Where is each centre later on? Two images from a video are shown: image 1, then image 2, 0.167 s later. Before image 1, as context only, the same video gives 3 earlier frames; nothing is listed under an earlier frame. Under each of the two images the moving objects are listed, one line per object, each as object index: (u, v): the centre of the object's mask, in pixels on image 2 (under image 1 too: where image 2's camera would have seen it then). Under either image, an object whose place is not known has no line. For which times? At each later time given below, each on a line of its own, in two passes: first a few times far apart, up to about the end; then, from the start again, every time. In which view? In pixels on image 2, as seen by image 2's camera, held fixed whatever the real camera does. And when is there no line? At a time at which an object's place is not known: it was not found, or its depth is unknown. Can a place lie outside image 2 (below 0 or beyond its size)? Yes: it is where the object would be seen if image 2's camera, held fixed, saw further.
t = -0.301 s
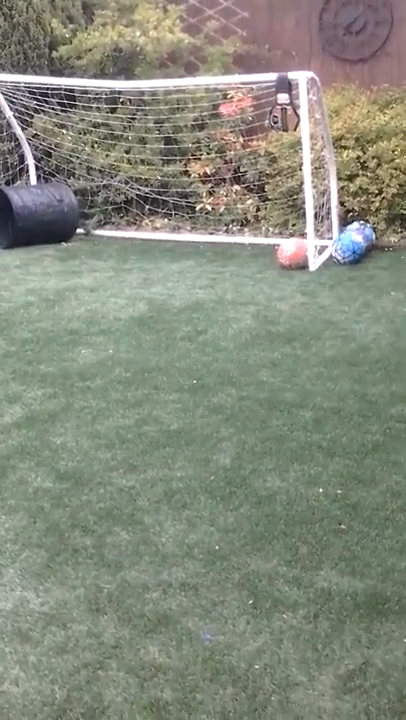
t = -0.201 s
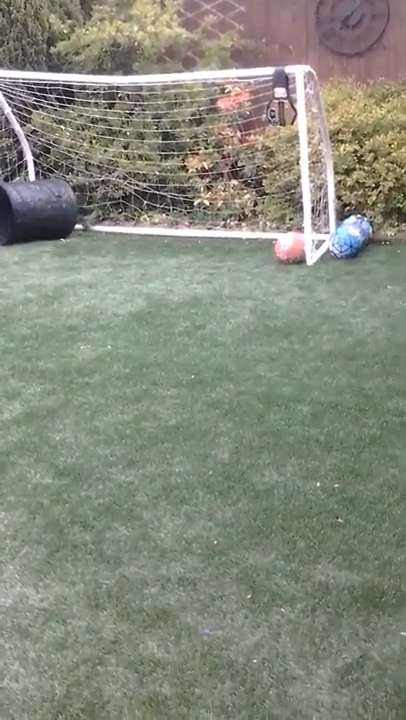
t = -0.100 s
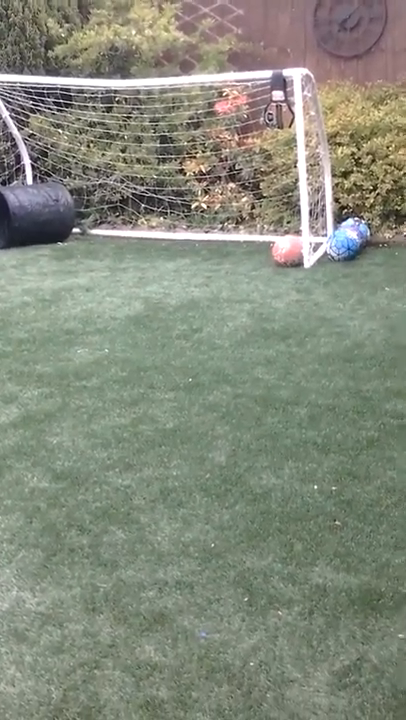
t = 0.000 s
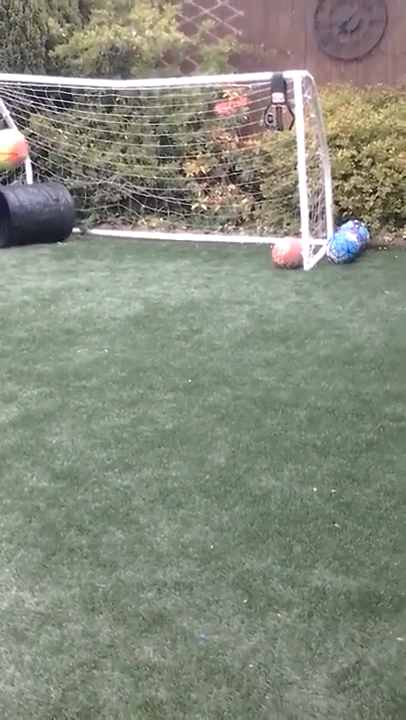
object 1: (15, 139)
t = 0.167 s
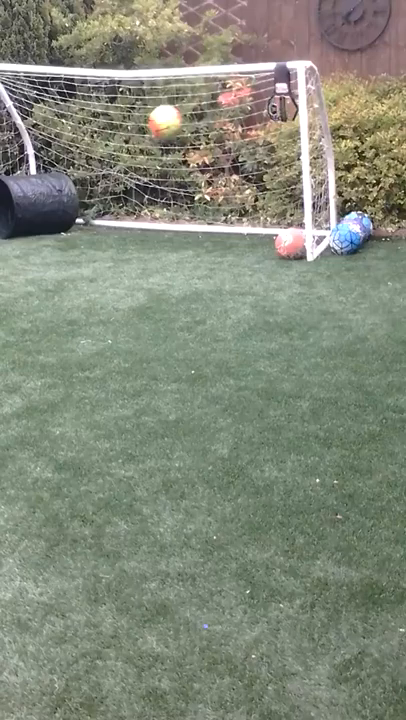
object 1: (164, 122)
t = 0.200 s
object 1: (189, 123)
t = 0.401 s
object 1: (261, 179)
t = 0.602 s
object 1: (265, 192)
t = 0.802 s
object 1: (274, 205)
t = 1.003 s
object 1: (257, 216)
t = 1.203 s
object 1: (228, 257)
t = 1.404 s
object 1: (198, 257)
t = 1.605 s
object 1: (168, 272)
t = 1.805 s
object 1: (132, 284)
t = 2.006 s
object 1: (94, 295)
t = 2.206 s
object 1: (57, 307)
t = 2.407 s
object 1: (29, 313)
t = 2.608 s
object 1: (1, 323)
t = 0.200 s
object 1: (189, 123)
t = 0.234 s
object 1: (212, 127)
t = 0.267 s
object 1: (231, 130)
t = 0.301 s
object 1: (247, 137)
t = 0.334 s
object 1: (255, 148)
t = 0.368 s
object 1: (259, 163)
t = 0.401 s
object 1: (261, 179)
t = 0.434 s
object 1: (263, 195)
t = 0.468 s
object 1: (263, 212)
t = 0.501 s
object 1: (263, 209)
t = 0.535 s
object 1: (264, 201)
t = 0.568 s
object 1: (265, 196)
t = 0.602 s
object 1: (265, 192)
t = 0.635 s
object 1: (267, 191)
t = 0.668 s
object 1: (268, 191)
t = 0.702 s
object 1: (269, 191)
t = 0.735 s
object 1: (271, 193)
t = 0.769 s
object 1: (272, 199)
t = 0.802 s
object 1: (274, 205)
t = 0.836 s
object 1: (275, 213)
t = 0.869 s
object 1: (275, 219)
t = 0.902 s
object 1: (271, 217)
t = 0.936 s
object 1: (266, 214)
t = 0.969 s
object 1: (261, 214)
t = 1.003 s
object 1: (257, 216)
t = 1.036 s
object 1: (252, 219)
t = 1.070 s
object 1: (247, 225)
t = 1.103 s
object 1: (242, 231)
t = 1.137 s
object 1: (237, 240)
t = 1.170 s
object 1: (233, 252)
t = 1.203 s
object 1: (228, 257)
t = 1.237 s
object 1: (222, 253)
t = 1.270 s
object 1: (217, 250)
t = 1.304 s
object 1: (212, 249)
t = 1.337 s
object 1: (208, 250)
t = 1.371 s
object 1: (203, 252)
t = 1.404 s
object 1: (198, 257)
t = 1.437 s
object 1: (193, 264)
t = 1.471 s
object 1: (188, 269)
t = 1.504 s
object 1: (183, 266)
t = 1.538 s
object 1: (178, 266)
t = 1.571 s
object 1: (173, 268)
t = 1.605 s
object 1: (168, 272)
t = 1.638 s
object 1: (162, 276)
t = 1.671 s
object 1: (156, 277)
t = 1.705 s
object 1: (150, 278)
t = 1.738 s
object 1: (145, 280)
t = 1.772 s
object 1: (139, 283)
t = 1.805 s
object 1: (132, 284)
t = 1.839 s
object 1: (126, 285)
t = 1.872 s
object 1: (120, 288)
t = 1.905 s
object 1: (113, 289)
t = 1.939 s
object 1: (108, 290)
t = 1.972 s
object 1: (101, 293)
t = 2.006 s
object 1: (94, 295)
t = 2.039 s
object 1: (88, 297)
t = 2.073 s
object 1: (82, 300)
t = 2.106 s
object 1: (76, 302)
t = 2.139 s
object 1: (69, 303)
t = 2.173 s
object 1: (63, 304)
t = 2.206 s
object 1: (57, 307)
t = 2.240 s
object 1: (52, 307)
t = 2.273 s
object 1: (47, 308)
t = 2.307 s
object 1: (43, 310)
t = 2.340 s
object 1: (38, 311)
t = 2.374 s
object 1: (34, 312)
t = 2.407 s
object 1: (29, 313)
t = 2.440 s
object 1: (24, 316)
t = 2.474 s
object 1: (19, 317)
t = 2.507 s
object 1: (15, 318)
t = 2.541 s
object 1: (10, 320)
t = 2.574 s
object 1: (6, 321)
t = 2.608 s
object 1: (1, 323)
